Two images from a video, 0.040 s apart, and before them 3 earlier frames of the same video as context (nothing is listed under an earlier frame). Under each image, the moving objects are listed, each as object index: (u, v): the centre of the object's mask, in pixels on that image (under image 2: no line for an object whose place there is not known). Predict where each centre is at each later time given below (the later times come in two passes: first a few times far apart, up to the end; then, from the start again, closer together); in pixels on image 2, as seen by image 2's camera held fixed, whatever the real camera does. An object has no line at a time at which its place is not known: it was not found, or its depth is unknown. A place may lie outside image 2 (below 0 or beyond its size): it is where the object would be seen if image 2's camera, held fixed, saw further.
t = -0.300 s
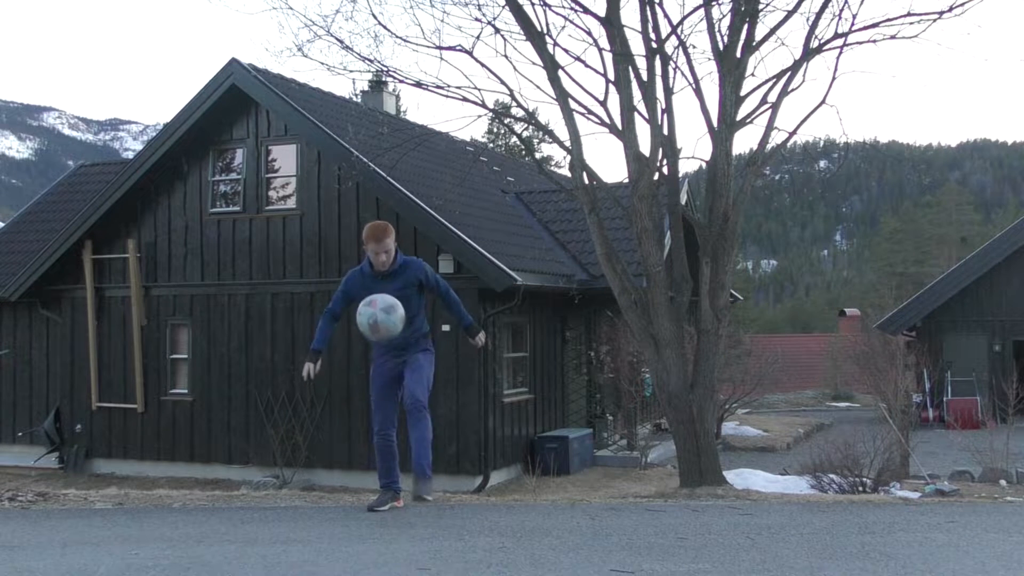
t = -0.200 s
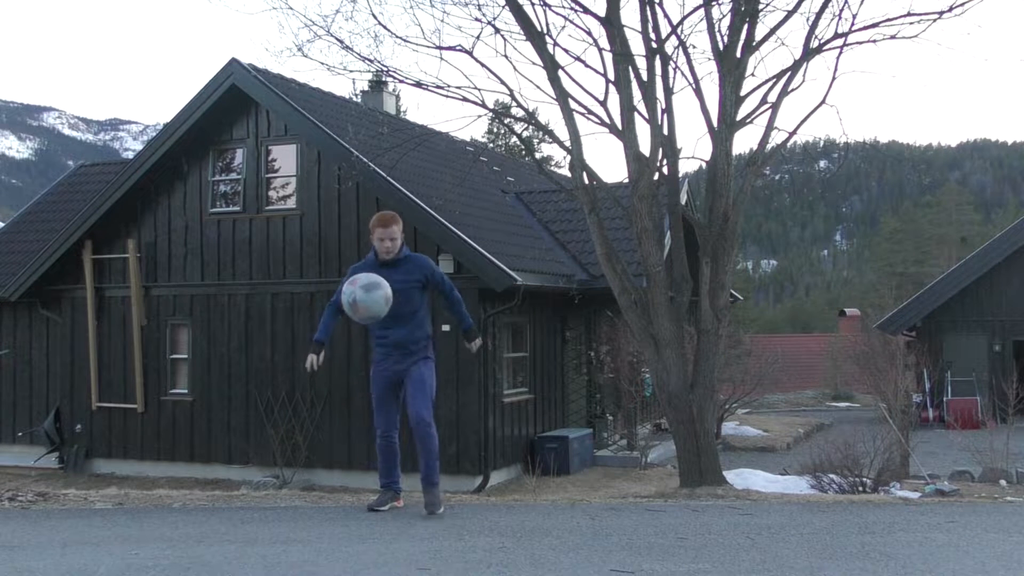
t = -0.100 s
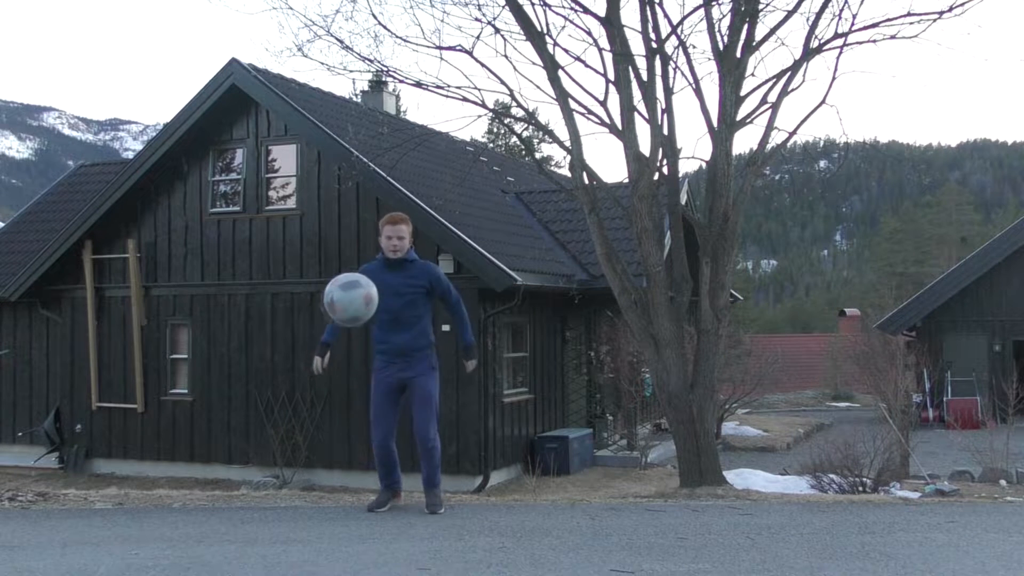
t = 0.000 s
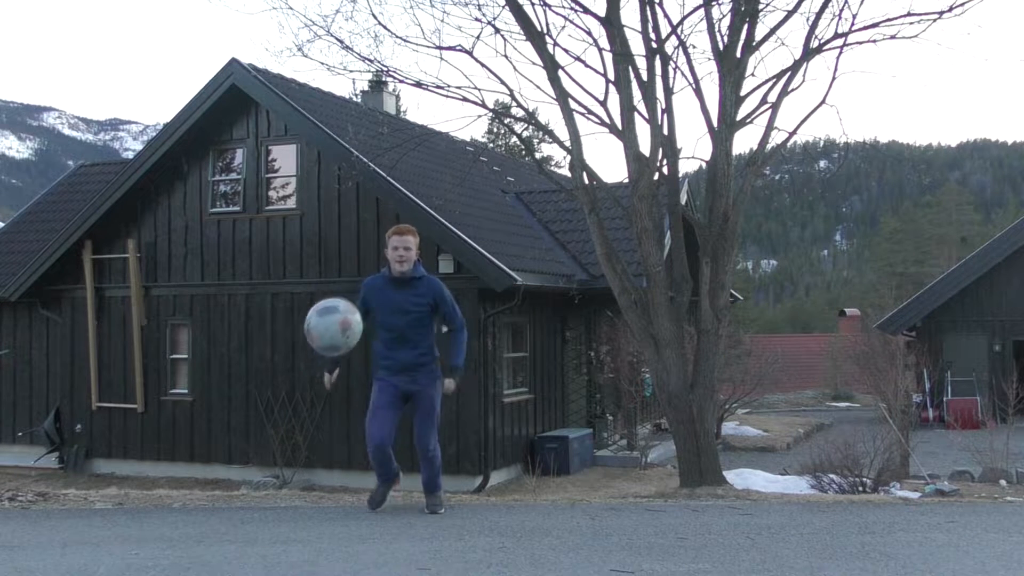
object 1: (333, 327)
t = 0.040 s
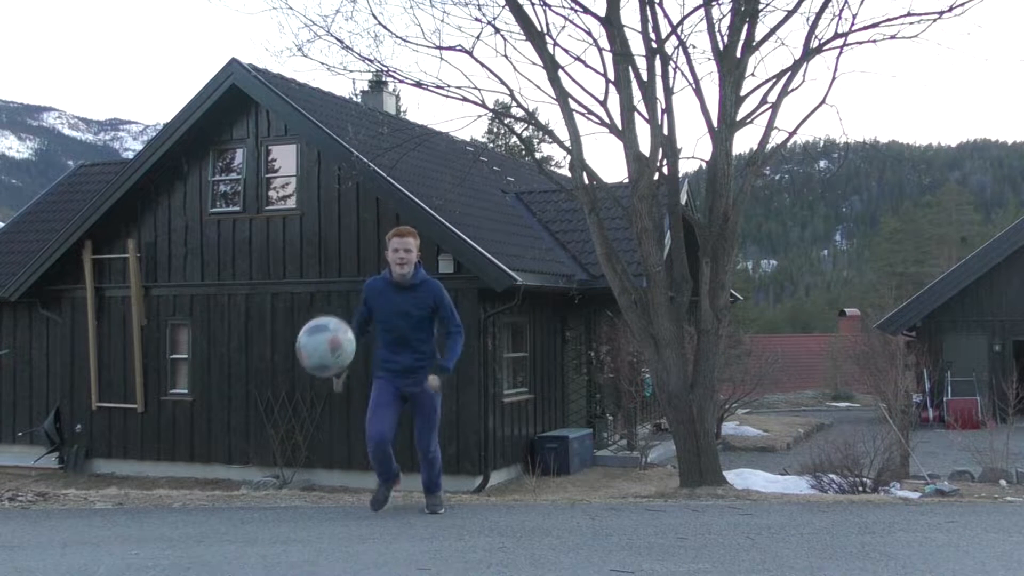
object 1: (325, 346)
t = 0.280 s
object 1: (275, 555)
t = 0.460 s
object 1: (237, 525)
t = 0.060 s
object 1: (322, 358)
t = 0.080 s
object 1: (318, 371)
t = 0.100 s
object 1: (313, 386)
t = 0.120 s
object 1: (309, 401)
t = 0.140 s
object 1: (305, 420)
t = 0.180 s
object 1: (295, 458)
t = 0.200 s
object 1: (290, 481)
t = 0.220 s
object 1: (285, 507)
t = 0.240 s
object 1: (281, 533)
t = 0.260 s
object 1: (275, 554)
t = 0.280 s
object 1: (275, 555)
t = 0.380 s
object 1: (253, 565)
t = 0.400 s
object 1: (250, 557)
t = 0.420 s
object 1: (244, 549)
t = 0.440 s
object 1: (242, 536)
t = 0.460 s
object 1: (237, 525)
